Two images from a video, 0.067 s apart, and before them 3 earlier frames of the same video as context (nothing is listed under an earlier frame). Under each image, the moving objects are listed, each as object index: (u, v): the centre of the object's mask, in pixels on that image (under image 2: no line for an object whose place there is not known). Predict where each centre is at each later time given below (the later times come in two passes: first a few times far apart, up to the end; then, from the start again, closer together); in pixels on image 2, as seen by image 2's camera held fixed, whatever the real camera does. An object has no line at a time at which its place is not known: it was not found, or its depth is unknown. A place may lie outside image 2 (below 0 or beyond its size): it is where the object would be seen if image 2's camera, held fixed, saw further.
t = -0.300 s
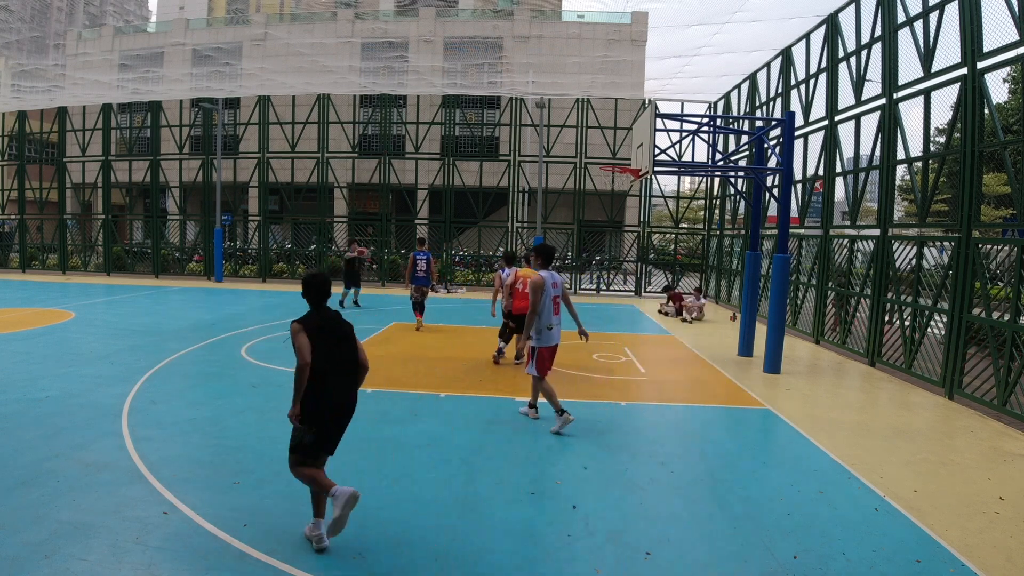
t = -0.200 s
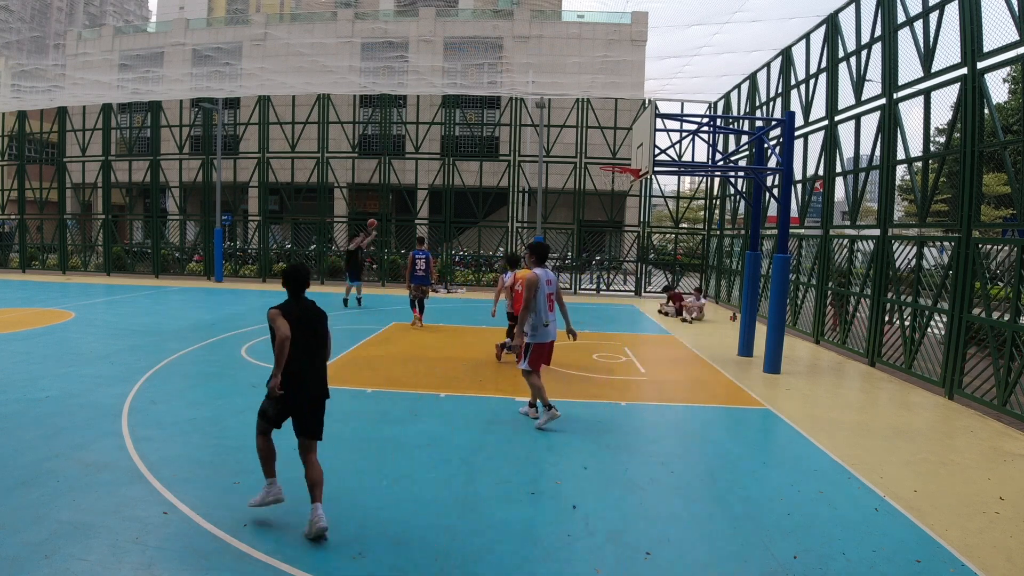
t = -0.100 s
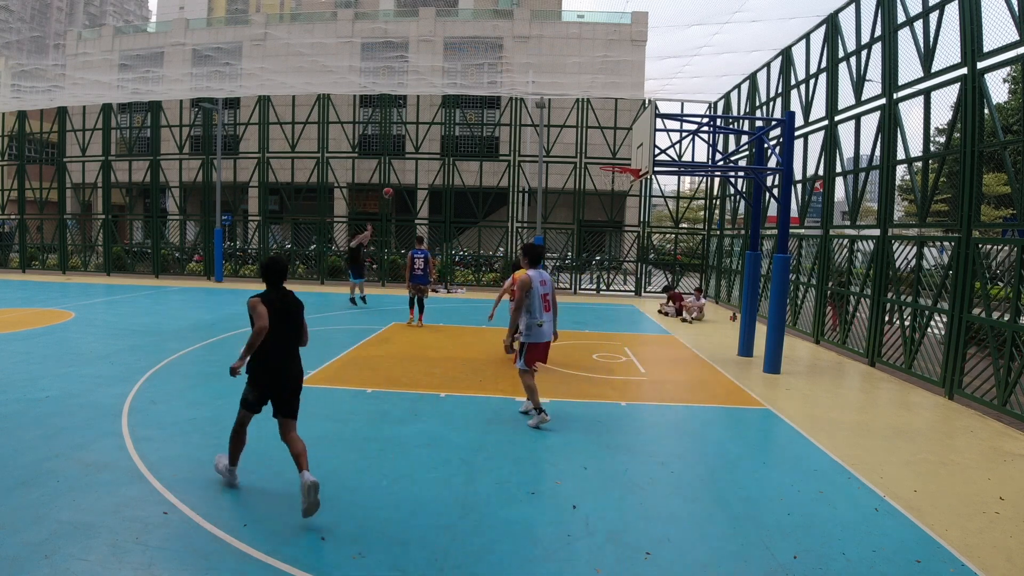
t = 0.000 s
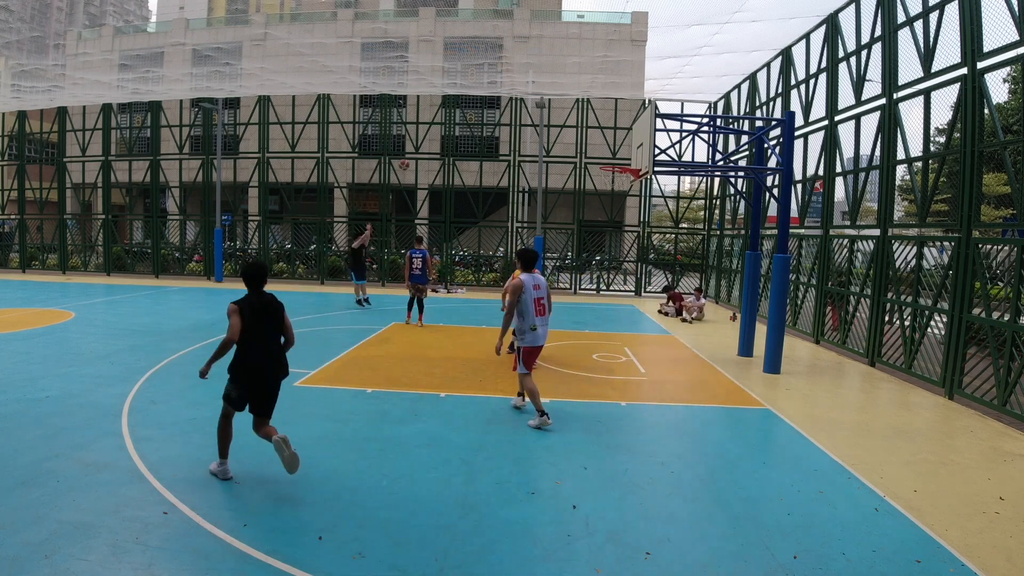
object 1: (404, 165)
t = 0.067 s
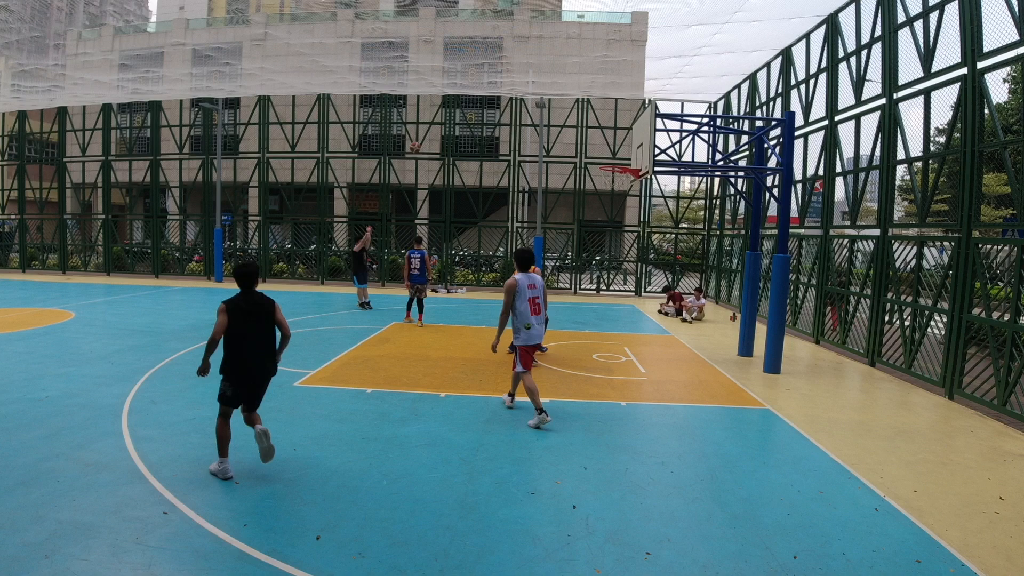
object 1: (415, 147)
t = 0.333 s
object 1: (462, 94)
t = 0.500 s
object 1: (493, 76)
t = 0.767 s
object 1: (548, 75)
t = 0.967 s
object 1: (594, 103)
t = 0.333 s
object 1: (462, 94)
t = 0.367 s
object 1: (468, 90)
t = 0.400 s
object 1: (474, 86)
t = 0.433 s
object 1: (480, 82)
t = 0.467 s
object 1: (486, 79)
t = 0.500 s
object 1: (493, 76)
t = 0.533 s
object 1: (500, 74)
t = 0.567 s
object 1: (506, 73)
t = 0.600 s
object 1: (513, 71)
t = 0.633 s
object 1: (520, 71)
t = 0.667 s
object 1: (527, 71)
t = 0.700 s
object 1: (534, 72)
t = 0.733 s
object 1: (541, 73)
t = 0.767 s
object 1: (548, 75)
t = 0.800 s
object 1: (555, 78)
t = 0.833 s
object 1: (563, 82)
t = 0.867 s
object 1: (570, 86)
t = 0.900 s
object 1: (578, 91)
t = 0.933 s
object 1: (585, 96)
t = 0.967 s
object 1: (594, 103)
